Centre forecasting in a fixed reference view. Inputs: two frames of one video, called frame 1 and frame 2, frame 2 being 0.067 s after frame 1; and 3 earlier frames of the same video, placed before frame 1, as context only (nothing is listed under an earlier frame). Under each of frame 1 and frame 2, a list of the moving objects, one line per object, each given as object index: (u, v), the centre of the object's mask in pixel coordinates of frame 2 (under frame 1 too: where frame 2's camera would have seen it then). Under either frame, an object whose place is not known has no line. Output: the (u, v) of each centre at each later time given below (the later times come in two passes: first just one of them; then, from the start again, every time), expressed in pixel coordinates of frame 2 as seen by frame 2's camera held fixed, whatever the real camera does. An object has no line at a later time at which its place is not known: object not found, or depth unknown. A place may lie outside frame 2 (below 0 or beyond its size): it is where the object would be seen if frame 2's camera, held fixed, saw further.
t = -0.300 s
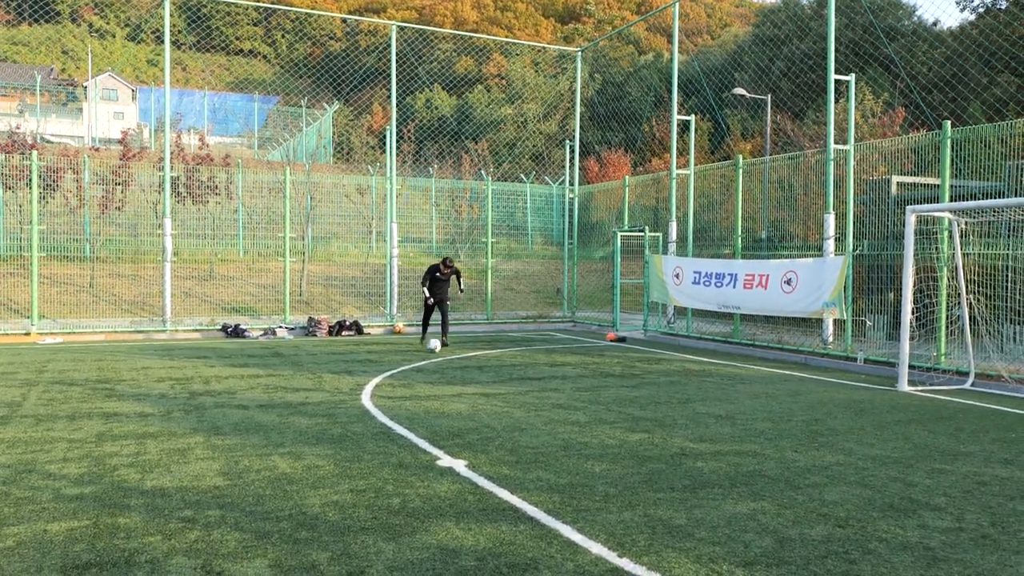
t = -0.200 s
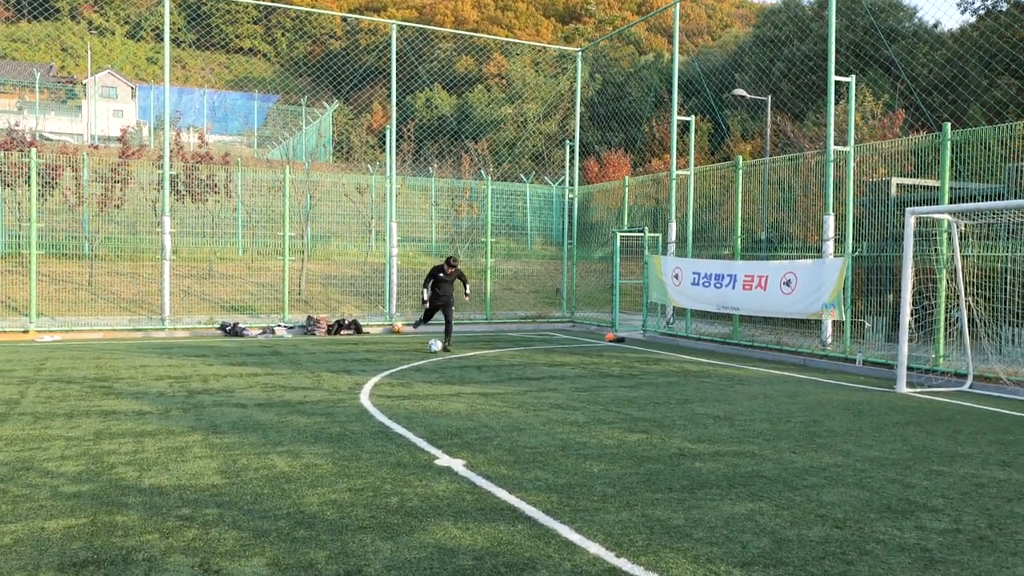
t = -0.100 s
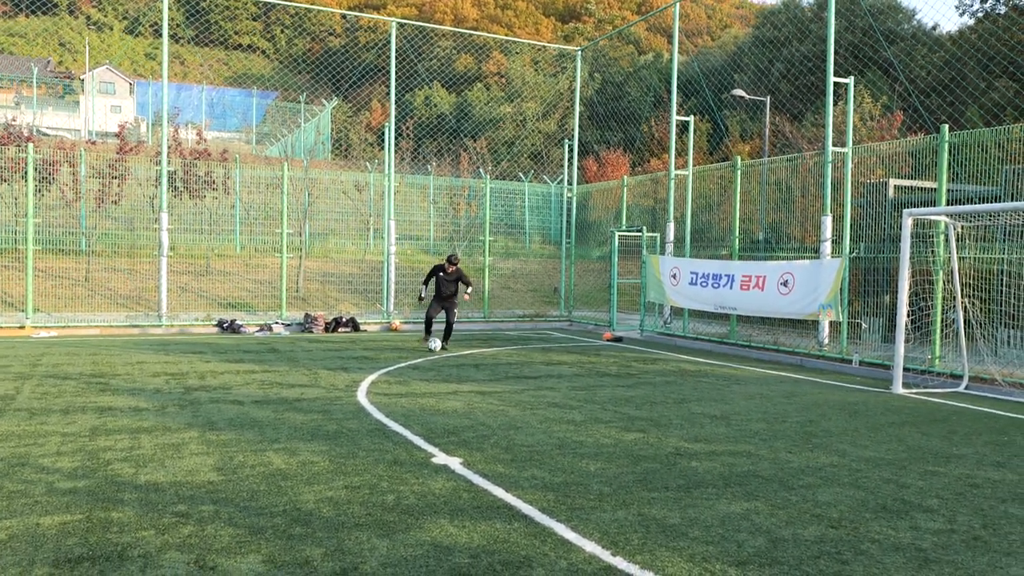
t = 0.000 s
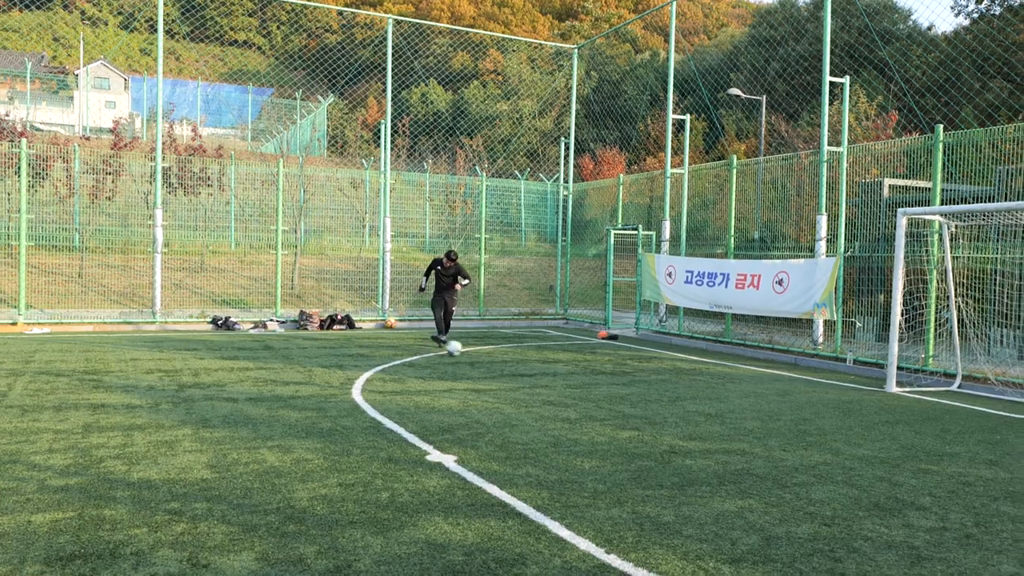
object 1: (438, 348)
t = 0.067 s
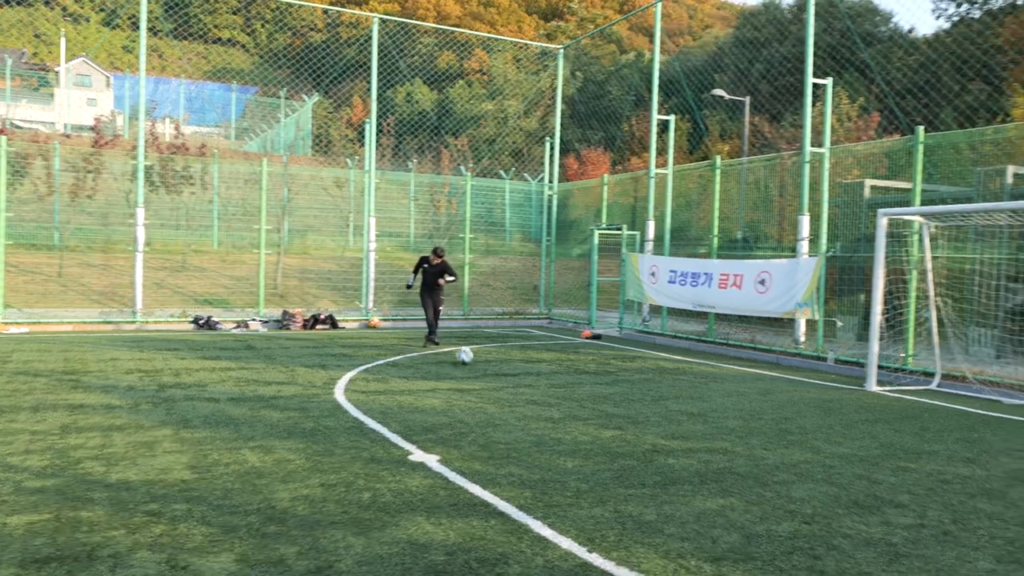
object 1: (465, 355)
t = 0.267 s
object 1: (568, 383)
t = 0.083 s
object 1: (472, 358)
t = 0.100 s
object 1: (479, 360)
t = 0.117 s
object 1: (487, 364)
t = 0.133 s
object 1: (495, 365)
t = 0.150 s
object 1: (503, 367)
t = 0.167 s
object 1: (512, 368)
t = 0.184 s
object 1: (520, 369)
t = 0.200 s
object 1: (529, 372)
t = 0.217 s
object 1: (538, 374)
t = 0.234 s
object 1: (548, 376)
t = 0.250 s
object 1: (557, 380)
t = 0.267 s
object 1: (568, 383)
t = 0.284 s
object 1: (579, 386)
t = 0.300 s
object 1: (590, 388)
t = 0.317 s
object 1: (600, 390)
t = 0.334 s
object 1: (612, 391)
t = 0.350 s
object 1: (624, 393)
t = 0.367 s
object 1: (636, 395)
